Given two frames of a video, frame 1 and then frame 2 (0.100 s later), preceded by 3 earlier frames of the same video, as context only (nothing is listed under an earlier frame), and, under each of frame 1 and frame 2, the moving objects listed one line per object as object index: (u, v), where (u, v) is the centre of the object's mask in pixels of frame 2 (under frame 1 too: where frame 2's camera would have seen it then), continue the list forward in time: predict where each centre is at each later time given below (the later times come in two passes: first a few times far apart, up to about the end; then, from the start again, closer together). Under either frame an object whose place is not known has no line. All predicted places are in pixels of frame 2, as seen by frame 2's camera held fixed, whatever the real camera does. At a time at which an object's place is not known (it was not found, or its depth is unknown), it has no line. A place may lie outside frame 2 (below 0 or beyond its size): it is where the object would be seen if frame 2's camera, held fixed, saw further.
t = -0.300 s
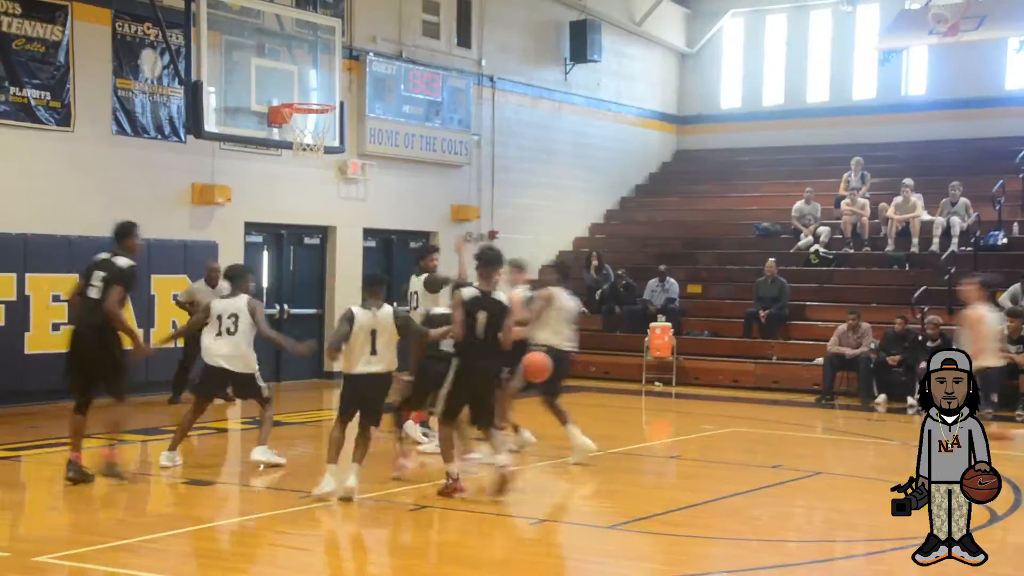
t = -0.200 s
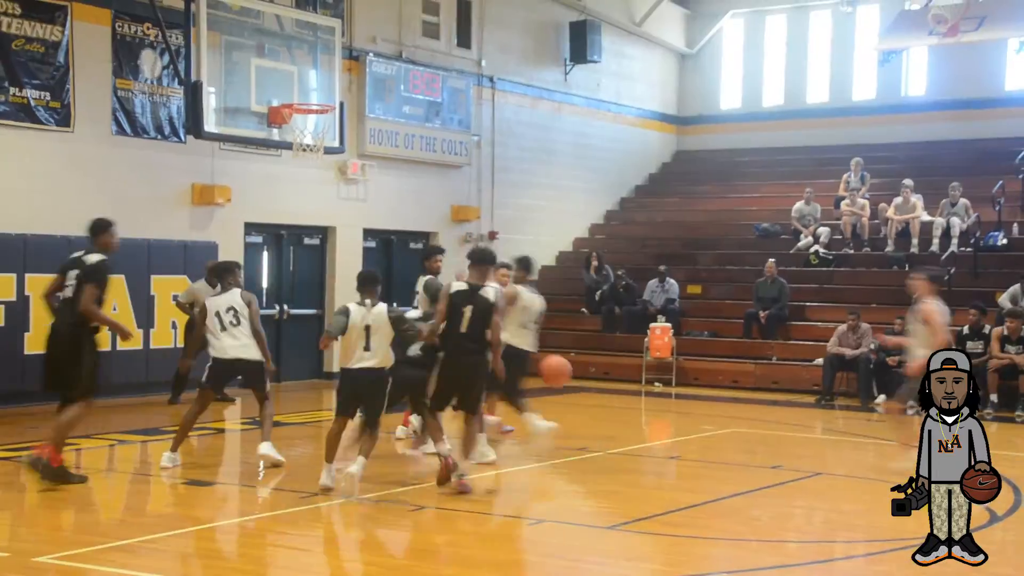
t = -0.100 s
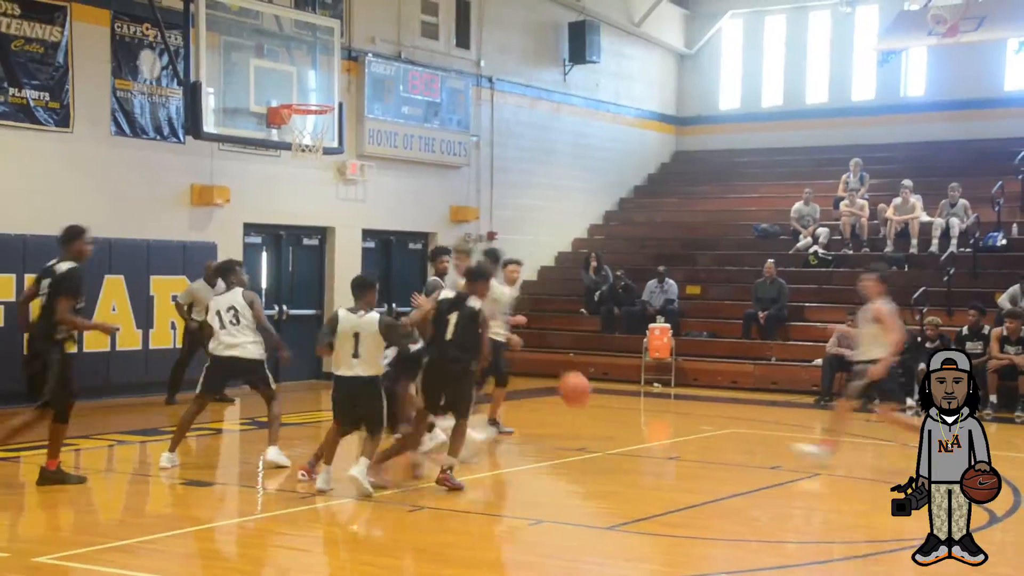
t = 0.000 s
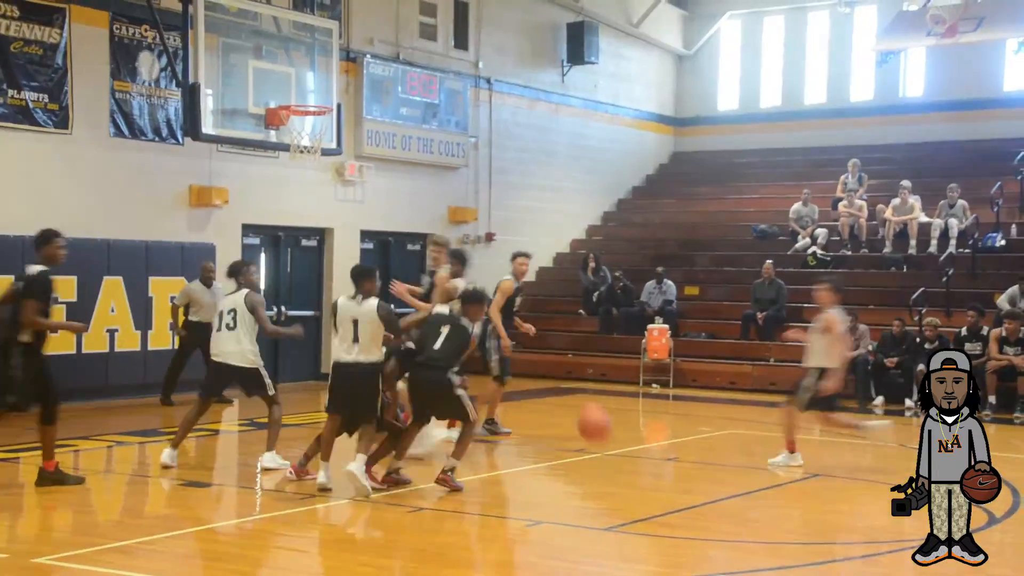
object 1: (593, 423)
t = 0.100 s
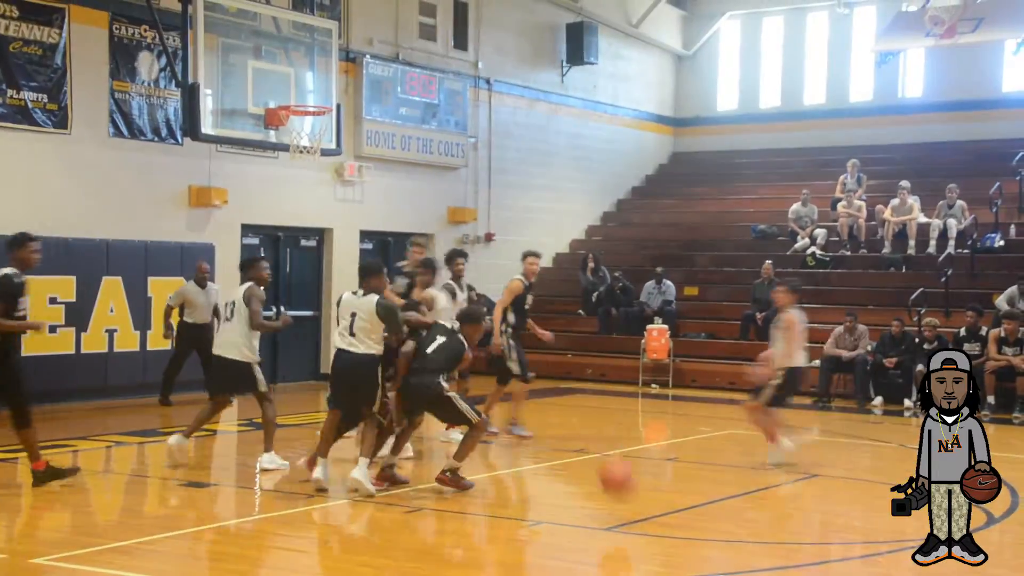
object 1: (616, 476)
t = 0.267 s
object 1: (655, 475)
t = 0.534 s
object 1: (714, 459)
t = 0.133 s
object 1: (624, 498)
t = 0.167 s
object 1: (633, 506)
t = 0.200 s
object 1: (640, 495)
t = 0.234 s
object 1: (647, 486)
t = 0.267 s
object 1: (655, 475)
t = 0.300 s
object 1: (660, 464)
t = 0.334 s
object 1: (668, 460)
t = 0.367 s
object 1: (675, 455)
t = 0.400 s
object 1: (682, 453)
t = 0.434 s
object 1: (689, 452)
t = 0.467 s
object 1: (698, 452)
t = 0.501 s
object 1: (706, 455)
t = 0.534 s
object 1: (714, 459)
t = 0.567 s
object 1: (721, 466)
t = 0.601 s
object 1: (730, 476)
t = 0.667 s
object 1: (748, 503)
